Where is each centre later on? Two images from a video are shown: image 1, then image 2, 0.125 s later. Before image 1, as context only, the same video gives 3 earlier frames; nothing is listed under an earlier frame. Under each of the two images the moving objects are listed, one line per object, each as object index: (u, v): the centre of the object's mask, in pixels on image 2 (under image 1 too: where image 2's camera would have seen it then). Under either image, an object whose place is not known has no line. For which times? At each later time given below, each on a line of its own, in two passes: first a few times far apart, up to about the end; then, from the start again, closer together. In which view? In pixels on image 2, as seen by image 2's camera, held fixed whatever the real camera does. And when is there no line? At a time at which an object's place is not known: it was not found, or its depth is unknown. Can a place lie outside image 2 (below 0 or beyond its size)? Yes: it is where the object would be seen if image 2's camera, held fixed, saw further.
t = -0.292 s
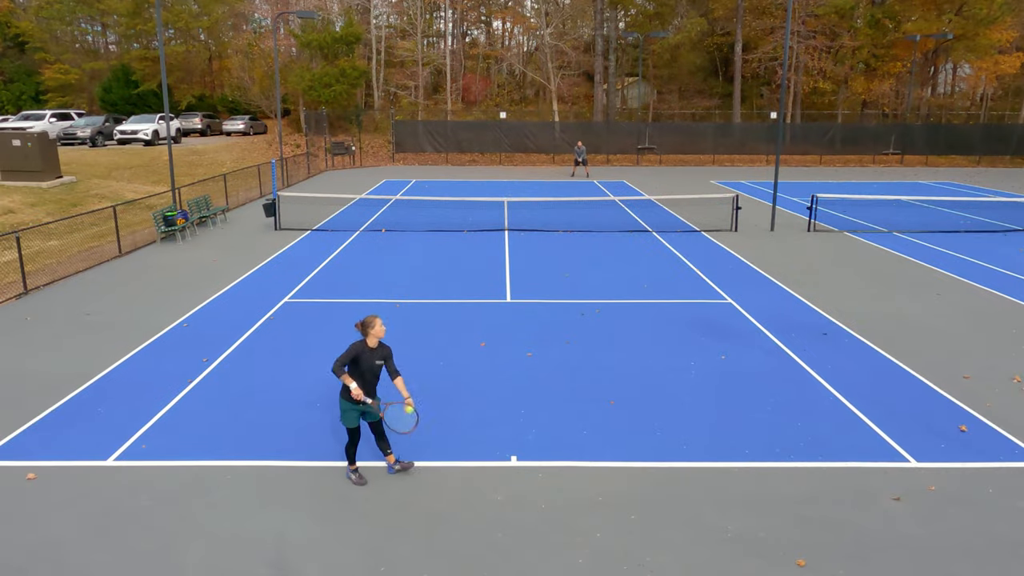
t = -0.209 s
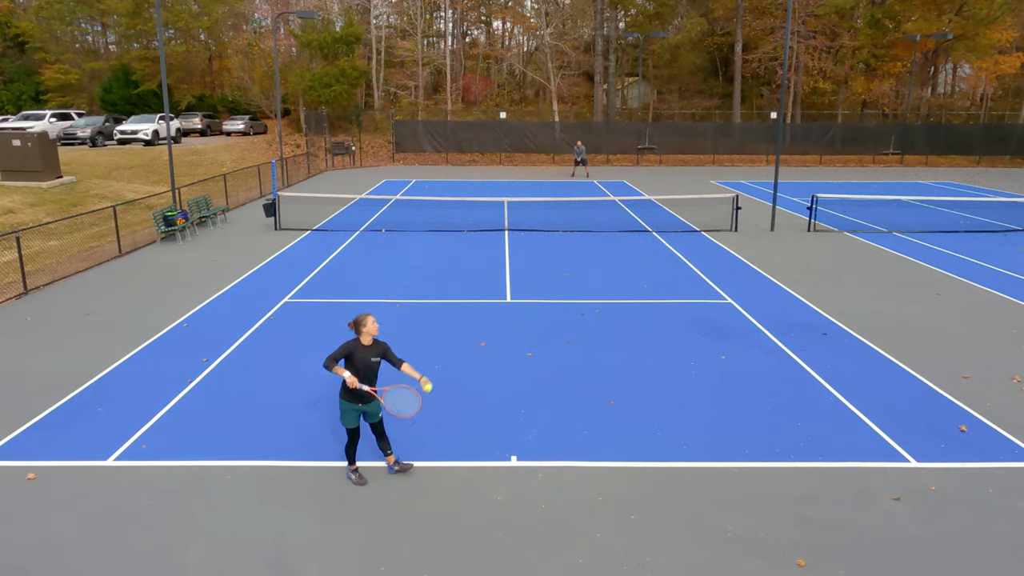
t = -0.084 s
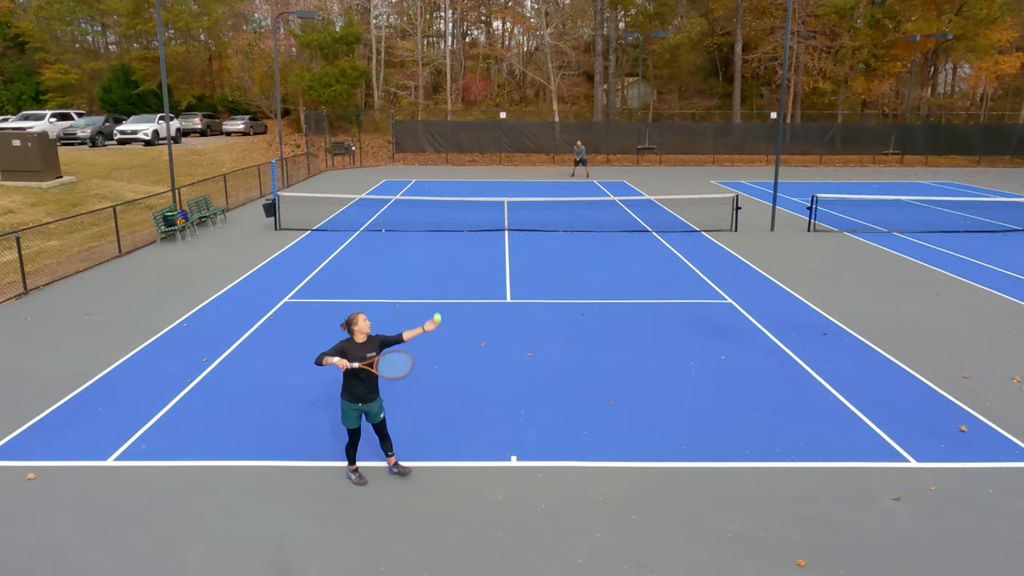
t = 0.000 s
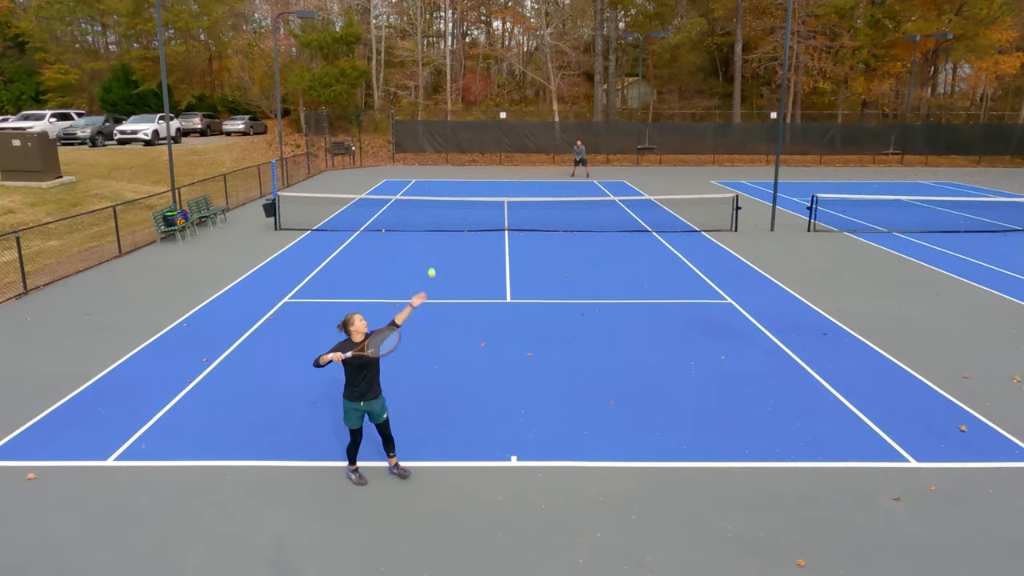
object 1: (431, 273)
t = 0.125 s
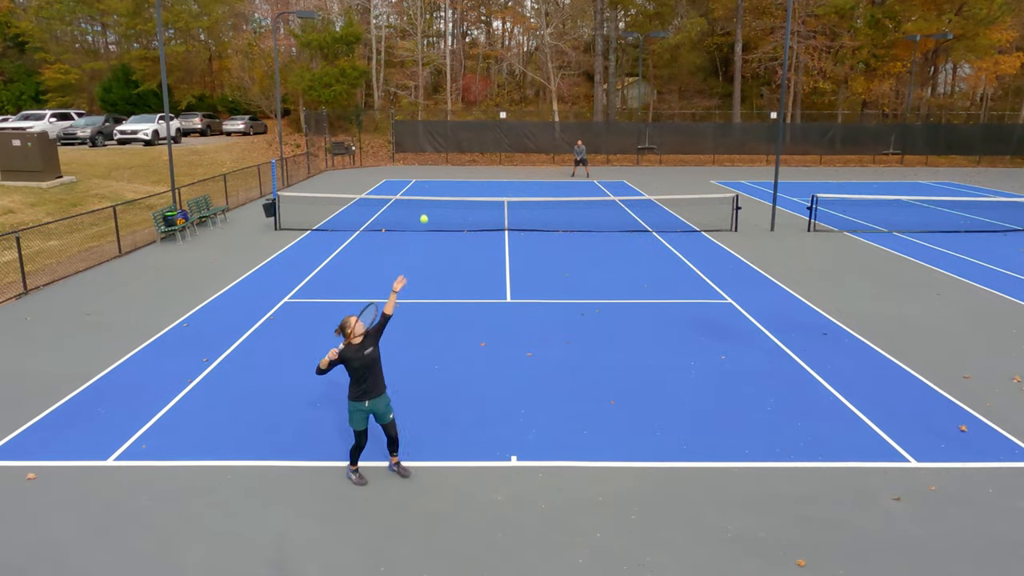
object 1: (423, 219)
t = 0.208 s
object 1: (418, 192)
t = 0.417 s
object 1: (407, 160)
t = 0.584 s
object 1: (400, 166)
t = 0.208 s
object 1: (418, 192)
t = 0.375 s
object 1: (410, 162)
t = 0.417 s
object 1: (407, 160)
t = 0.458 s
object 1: (406, 159)
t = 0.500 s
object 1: (404, 160)
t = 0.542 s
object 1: (402, 162)
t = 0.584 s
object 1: (400, 166)
